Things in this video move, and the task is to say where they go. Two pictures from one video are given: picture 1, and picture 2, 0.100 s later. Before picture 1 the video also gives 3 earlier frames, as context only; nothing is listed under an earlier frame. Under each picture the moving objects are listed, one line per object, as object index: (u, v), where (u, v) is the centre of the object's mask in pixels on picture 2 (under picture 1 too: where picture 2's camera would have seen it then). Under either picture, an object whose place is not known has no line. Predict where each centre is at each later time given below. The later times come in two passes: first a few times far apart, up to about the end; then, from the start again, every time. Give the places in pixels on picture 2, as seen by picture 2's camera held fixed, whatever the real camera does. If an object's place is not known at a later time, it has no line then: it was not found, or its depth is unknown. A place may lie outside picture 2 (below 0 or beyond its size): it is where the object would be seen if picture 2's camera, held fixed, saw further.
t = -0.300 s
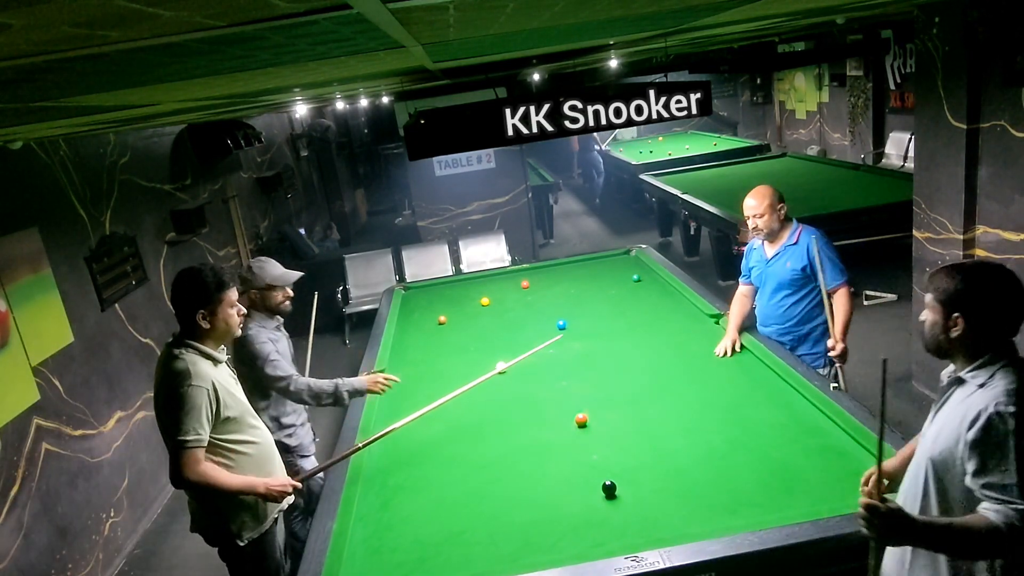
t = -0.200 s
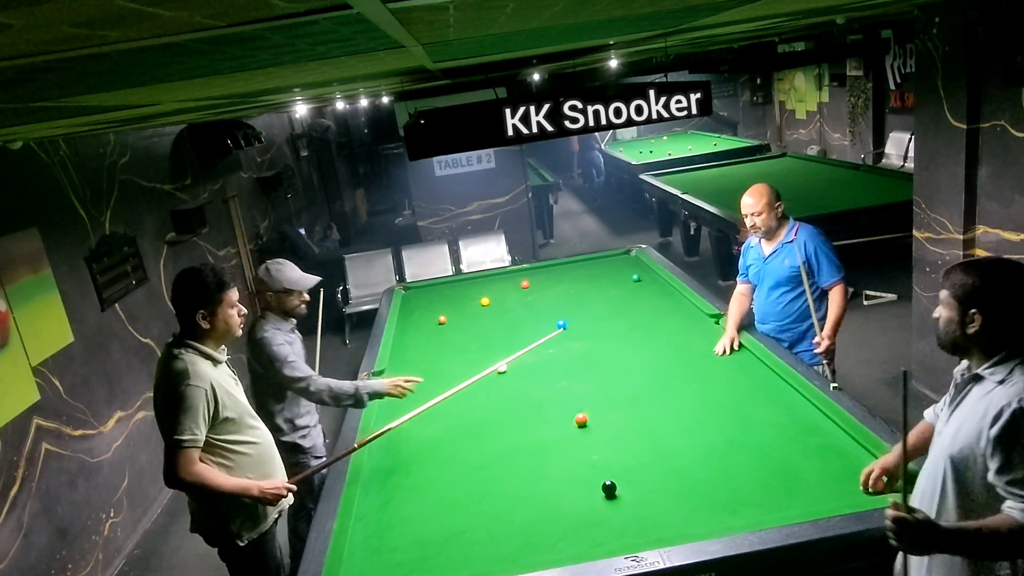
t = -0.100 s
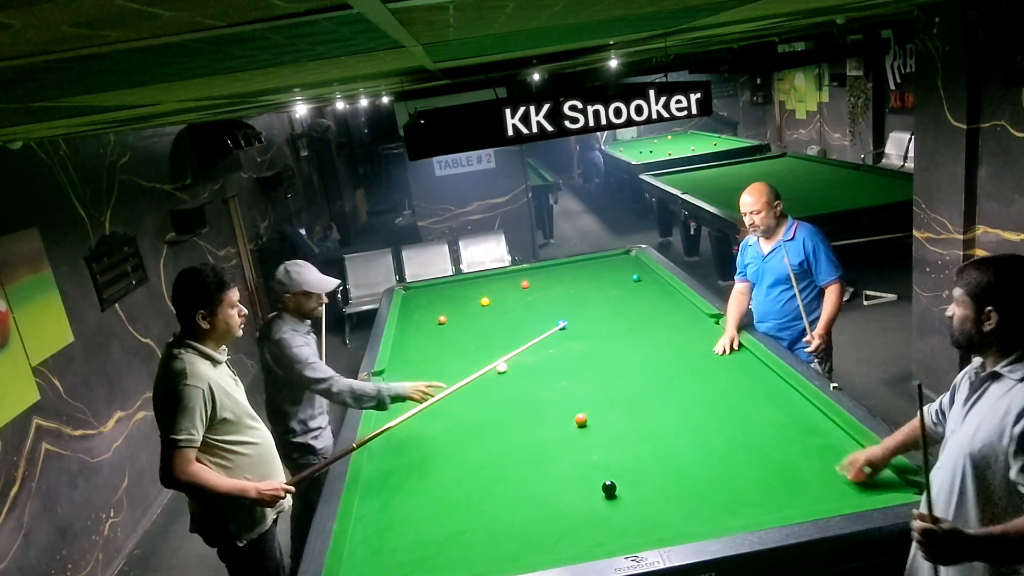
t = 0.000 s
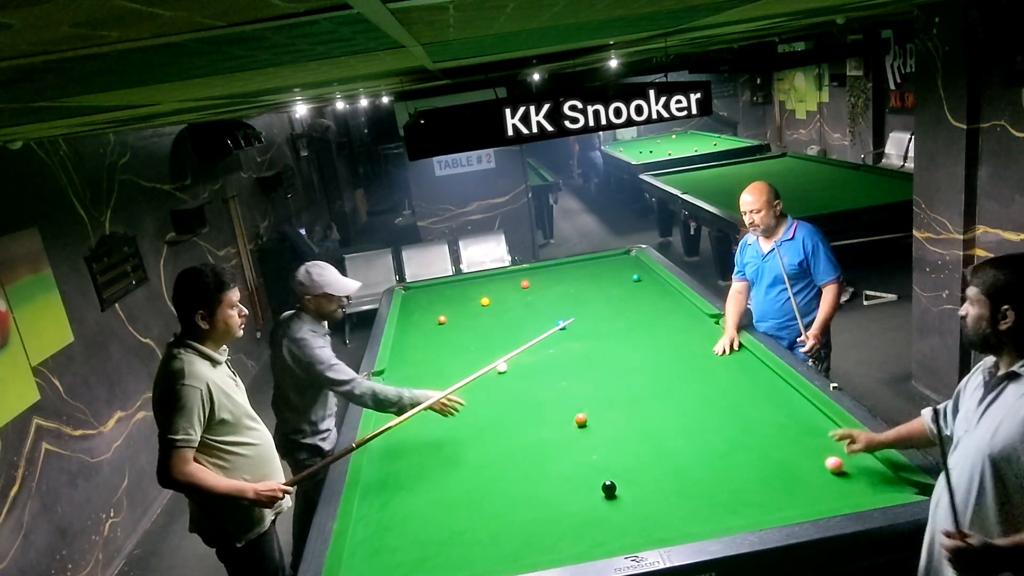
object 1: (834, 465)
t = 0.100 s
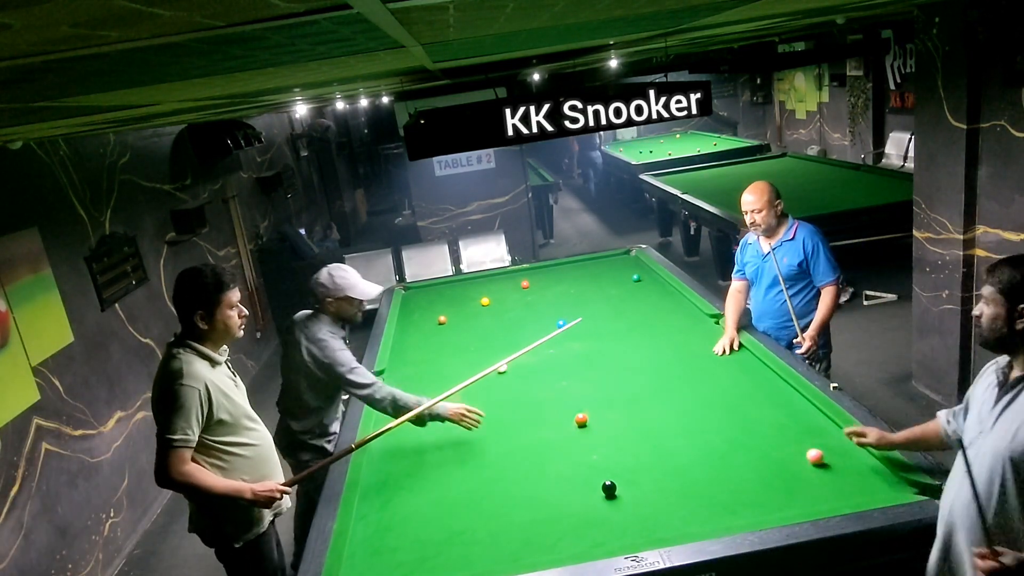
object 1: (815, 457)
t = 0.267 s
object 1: (786, 444)
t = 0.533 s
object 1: (745, 427)
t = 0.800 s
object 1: (711, 413)
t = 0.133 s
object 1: (808, 454)
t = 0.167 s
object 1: (803, 452)
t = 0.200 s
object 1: (797, 449)
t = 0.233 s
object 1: (791, 446)
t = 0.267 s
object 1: (786, 444)
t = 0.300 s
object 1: (780, 442)
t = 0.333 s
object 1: (775, 440)
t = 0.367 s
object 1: (770, 437)
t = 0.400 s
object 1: (765, 435)
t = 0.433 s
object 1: (760, 433)
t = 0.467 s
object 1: (755, 431)
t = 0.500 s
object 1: (750, 429)
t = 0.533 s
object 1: (745, 427)
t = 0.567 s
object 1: (741, 425)
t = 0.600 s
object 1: (736, 423)
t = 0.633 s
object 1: (732, 421)
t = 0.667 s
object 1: (727, 420)
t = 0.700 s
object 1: (723, 418)
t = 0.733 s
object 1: (719, 416)
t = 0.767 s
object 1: (715, 414)
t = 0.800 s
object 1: (711, 413)
